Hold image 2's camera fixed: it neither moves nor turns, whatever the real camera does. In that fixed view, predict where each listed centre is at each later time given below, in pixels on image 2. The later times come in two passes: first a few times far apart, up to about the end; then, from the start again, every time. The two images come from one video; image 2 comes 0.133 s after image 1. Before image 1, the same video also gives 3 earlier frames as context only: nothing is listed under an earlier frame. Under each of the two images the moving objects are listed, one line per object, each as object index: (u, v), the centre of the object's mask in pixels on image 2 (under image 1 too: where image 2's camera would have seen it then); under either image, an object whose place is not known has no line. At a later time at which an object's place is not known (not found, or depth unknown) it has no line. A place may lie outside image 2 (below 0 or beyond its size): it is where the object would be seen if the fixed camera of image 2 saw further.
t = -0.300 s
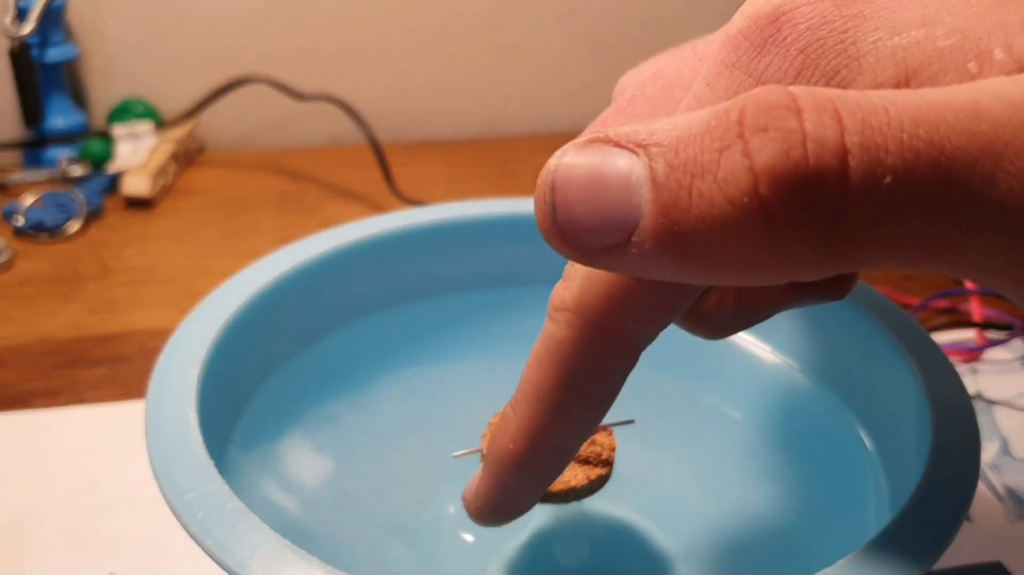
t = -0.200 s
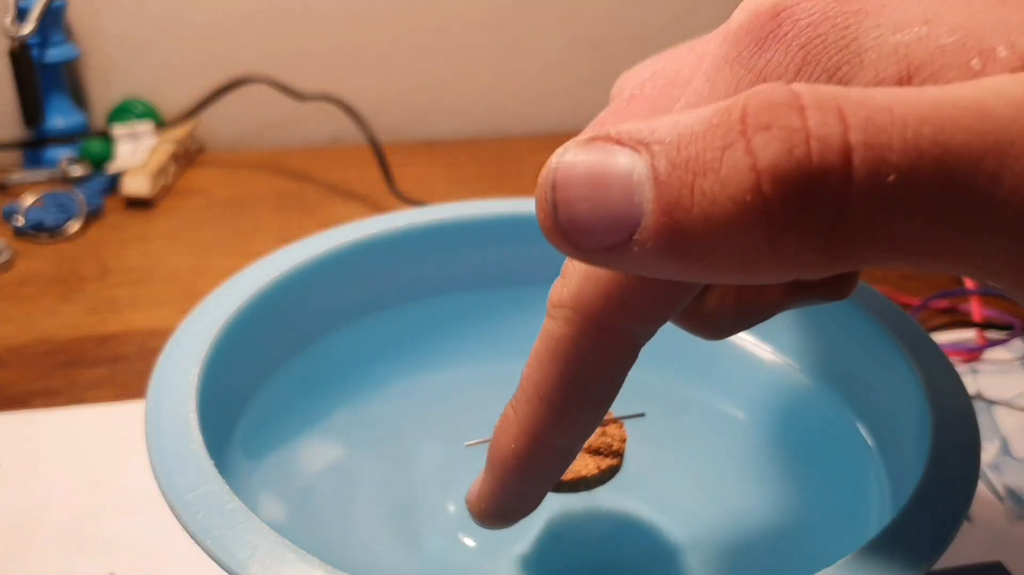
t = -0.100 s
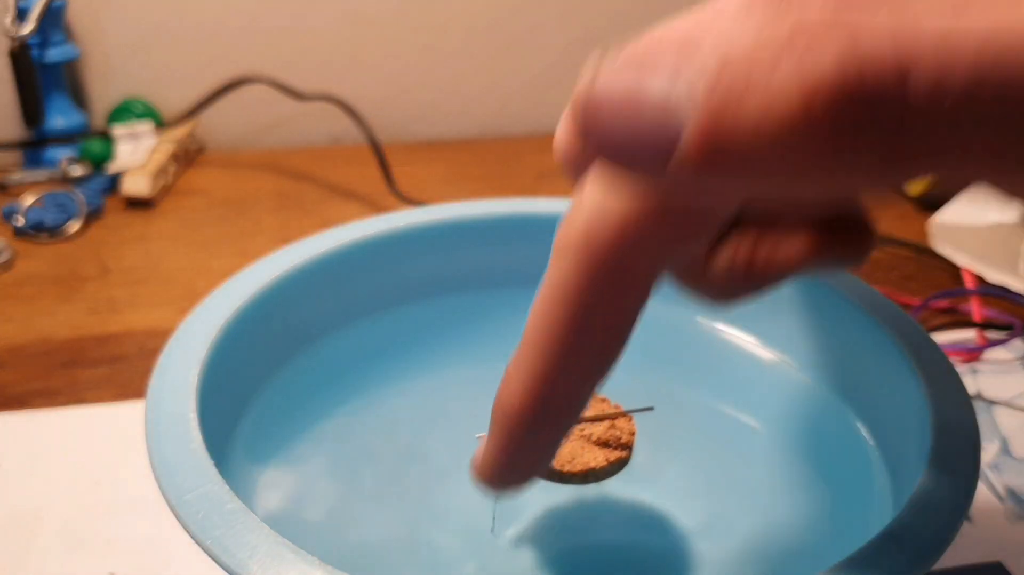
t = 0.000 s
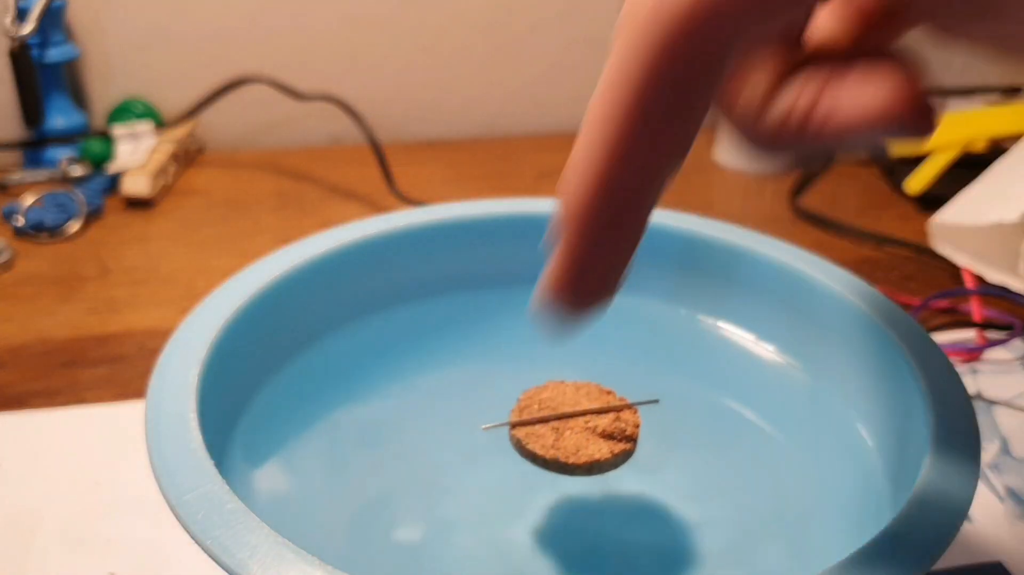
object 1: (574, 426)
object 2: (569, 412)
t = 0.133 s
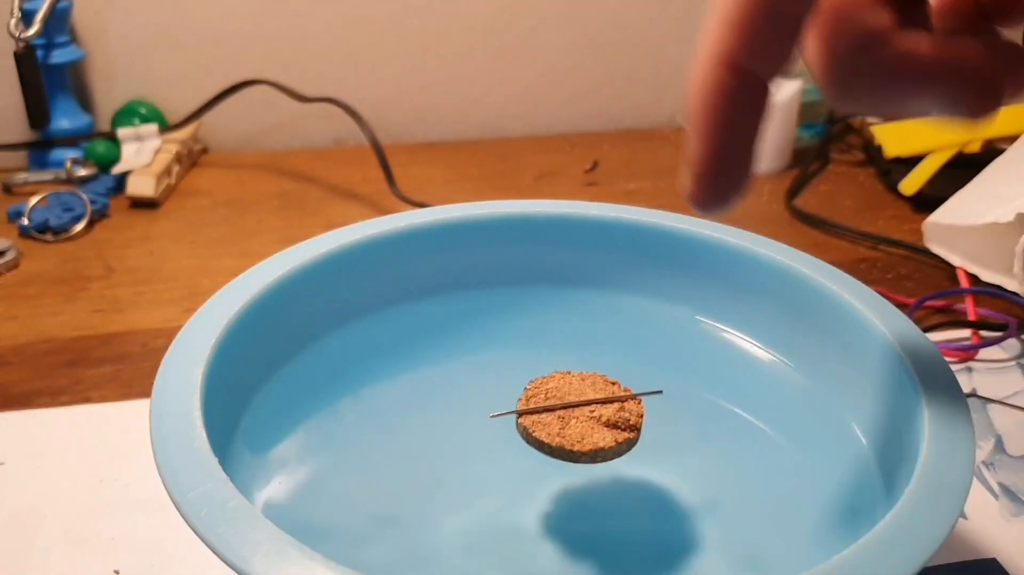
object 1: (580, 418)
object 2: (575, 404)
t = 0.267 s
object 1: (589, 413)
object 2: (585, 399)
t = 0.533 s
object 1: (599, 400)
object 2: (594, 386)
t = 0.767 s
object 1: (609, 393)
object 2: (604, 380)
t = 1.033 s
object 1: (614, 381)
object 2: (610, 368)
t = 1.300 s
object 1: (624, 375)
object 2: (618, 363)
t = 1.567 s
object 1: (627, 367)
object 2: (621, 354)
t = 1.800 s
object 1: (634, 362)
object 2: (627, 350)
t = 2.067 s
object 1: (637, 356)
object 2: (629, 344)
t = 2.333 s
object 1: (641, 351)
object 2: (633, 340)
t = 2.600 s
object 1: (645, 347)
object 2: (636, 337)
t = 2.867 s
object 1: (646, 342)
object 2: (636, 333)
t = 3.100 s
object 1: (648, 343)
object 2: (638, 335)
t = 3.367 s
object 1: (647, 342)
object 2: (637, 334)
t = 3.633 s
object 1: (648, 346)
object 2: (638, 338)
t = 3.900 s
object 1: (645, 347)
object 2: (636, 340)
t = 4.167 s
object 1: (645, 349)
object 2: (635, 343)
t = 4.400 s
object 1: (643, 352)
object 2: (634, 345)
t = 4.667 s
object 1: (642, 353)
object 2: (633, 348)
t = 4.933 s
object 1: (641, 356)
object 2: (633, 352)
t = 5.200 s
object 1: (639, 356)
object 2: (632, 352)
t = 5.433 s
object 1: (639, 359)
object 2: (633, 355)
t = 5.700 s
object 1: (637, 359)
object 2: (631, 355)
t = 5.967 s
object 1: (637, 361)
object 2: (632, 357)
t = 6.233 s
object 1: (636, 361)
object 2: (631, 357)
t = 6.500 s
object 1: (633, 365)
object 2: (631, 358)
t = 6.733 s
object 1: (632, 366)
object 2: (630, 359)
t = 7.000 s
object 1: (631, 365)
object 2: (630, 360)
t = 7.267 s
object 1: (632, 367)
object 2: (631, 362)
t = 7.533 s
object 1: (629, 366)
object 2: (629, 362)
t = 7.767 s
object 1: (630, 368)
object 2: (630, 364)
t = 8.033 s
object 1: (627, 368)
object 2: (628, 364)
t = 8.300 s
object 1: (628, 369)
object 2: (628, 364)
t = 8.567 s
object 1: (626, 369)
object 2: (626, 364)
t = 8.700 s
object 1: (626, 370)
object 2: (627, 365)
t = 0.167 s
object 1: (582, 417)
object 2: (576, 402)
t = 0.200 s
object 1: (584, 415)
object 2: (579, 401)
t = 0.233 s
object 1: (586, 414)
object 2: (582, 400)
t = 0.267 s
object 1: (589, 413)
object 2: (585, 399)
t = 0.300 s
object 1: (591, 412)
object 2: (586, 398)
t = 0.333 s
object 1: (593, 411)
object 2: (588, 397)
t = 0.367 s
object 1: (594, 409)
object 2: (591, 395)
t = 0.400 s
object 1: (595, 408)
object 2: (591, 393)
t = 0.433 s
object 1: (596, 405)
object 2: (592, 391)
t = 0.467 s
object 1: (597, 403)
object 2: (593, 389)
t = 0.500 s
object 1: (598, 401)
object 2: (593, 387)
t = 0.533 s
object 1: (599, 400)
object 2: (594, 386)
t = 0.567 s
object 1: (599, 399)
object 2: (595, 385)
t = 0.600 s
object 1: (601, 397)
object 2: (596, 383)
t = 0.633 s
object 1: (602, 395)
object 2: (598, 382)
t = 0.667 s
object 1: (603, 394)
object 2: (599, 380)
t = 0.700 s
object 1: (605, 394)
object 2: (601, 380)
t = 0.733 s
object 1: (607, 394)
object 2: (602, 380)
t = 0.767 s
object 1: (609, 393)
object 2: (604, 380)
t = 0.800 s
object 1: (610, 392)
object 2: (605, 378)
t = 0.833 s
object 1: (611, 390)
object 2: (606, 376)
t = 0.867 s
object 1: (612, 388)
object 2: (607, 375)
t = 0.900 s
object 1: (613, 387)
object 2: (608, 373)
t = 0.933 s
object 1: (613, 385)
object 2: (608, 372)
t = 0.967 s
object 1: (613, 384)
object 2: (608, 371)
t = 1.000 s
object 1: (614, 383)
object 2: (608, 370)
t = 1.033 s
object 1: (614, 381)
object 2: (610, 368)
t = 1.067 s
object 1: (615, 380)
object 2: (611, 366)
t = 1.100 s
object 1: (616, 380)
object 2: (611, 366)
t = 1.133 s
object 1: (618, 379)
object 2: (612, 366)
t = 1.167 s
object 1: (619, 379)
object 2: (614, 366)
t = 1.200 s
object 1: (620, 378)
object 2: (615, 365)
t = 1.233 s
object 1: (622, 377)
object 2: (615, 364)
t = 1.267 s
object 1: (623, 376)
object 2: (616, 364)
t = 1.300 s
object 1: (624, 375)
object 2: (618, 363)
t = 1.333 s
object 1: (624, 374)
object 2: (618, 361)
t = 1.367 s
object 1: (625, 373)
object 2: (618, 360)
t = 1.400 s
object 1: (625, 371)
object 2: (618, 359)
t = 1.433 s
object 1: (625, 370)
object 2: (618, 357)
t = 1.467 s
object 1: (625, 369)
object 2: (619, 357)
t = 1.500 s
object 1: (626, 368)
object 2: (619, 356)
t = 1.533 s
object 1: (627, 367)
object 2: (620, 355)
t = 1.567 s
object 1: (627, 367)
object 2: (621, 354)
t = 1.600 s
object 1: (628, 366)
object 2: (621, 354)
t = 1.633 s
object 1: (630, 366)
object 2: (623, 354)
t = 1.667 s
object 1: (631, 365)
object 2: (624, 353)
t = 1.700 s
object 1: (632, 365)
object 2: (625, 353)
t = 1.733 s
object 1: (633, 364)
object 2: (625, 352)
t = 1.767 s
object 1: (633, 364)
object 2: (626, 352)
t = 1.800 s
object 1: (634, 362)
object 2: (627, 350)
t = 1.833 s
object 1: (634, 361)
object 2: (626, 349)
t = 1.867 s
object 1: (634, 360)
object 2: (627, 348)
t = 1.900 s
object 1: (634, 359)
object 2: (627, 347)
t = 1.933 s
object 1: (635, 358)
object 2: (627, 346)
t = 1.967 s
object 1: (635, 357)
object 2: (627, 345)
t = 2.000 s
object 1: (635, 357)
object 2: (627, 345)
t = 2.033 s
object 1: (636, 356)
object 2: (628, 345)
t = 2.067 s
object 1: (637, 356)
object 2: (629, 344)
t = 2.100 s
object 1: (638, 356)
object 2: (630, 344)
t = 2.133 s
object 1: (639, 355)
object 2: (631, 344)
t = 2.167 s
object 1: (640, 355)
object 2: (632, 344)
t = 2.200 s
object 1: (641, 354)
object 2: (633, 343)
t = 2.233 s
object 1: (641, 353)
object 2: (633, 342)
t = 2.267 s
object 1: (641, 352)
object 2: (633, 341)
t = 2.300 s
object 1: (641, 351)
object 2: (633, 341)
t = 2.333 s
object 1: (641, 351)
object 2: (633, 340)
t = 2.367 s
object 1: (641, 350)
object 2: (633, 339)
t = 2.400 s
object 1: (641, 349)
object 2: (633, 338)
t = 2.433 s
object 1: (641, 348)
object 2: (633, 337)
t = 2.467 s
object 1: (642, 348)
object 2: (634, 337)
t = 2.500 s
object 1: (642, 348)
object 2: (634, 337)
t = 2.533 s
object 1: (643, 348)
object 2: (635, 337)
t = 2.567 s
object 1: (644, 347)
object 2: (635, 337)
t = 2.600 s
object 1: (645, 347)
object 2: (636, 337)
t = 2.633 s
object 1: (645, 347)
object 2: (636, 337)
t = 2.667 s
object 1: (646, 346)
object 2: (637, 336)
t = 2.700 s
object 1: (646, 346)
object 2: (637, 336)
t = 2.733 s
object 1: (647, 345)
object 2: (637, 336)
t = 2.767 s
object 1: (646, 344)
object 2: (637, 335)
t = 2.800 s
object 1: (646, 344)
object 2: (637, 334)
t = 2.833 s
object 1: (646, 343)
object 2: (637, 334)
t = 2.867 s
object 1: (646, 342)
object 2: (636, 333)
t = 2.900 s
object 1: (646, 342)
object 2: (636, 333)
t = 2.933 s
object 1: (646, 342)
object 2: (636, 333)
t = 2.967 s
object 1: (647, 342)
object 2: (637, 333)
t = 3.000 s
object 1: (647, 342)
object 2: (638, 333)
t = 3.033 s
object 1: (647, 343)
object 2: (638, 334)
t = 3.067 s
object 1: (648, 343)
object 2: (639, 334)
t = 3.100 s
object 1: (648, 343)
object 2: (638, 335)
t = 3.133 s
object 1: (648, 343)
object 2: (638, 335)
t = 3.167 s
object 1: (648, 343)
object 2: (639, 335)
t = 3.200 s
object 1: (648, 342)
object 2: (639, 334)
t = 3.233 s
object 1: (648, 342)
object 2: (638, 334)
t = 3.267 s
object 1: (648, 342)
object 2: (638, 334)
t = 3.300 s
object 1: (647, 342)
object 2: (638, 334)
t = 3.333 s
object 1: (647, 342)
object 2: (637, 334)
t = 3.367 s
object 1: (647, 342)
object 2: (637, 334)
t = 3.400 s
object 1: (647, 343)
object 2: (637, 335)
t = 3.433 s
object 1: (647, 343)
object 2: (637, 336)
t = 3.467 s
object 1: (647, 344)
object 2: (638, 336)
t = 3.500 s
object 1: (648, 344)
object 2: (638, 337)
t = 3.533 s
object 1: (648, 345)
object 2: (638, 337)
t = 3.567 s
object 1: (648, 345)
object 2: (638, 337)
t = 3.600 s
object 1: (648, 345)
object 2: (638, 338)
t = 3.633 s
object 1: (648, 346)
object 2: (638, 338)
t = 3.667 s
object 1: (647, 346)
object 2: (638, 338)
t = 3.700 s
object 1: (647, 346)
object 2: (637, 338)
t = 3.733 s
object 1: (646, 345)
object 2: (637, 338)
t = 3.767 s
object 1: (646, 346)
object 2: (636, 338)
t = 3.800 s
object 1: (646, 346)
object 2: (636, 338)
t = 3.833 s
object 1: (645, 346)
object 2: (636, 339)
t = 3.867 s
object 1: (645, 346)
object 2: (636, 339)
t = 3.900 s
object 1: (645, 347)
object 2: (636, 340)
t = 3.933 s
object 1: (646, 348)
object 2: (636, 340)
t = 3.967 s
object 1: (646, 348)
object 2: (637, 341)
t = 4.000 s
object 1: (646, 349)
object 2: (637, 341)
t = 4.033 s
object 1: (646, 349)
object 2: (636, 342)
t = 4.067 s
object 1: (646, 349)
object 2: (636, 343)
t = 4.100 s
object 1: (646, 349)
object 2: (636, 343)
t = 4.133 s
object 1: (645, 349)
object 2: (636, 343)
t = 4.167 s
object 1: (645, 349)
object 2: (635, 343)
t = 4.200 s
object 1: (644, 350)
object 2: (635, 343)
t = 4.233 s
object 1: (643, 350)
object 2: (634, 343)
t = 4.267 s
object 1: (643, 350)
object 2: (634, 343)
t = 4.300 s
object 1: (643, 350)
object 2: (634, 343)
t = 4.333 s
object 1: (643, 351)
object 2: (634, 344)
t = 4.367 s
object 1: (643, 351)
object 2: (634, 345)
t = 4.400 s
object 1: (643, 352)
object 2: (634, 345)
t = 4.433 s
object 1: (643, 352)
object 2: (635, 346)
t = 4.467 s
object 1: (643, 353)
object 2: (635, 347)
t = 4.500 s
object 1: (643, 353)
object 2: (635, 347)
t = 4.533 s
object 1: (643, 353)
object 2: (635, 347)
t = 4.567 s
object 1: (643, 353)
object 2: (635, 347)
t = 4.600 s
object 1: (643, 353)
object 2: (634, 347)
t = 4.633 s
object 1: (642, 353)
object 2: (634, 347)
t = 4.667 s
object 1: (642, 353)
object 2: (633, 348)
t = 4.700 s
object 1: (641, 353)
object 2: (633, 348)
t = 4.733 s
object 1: (641, 353)
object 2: (633, 348)
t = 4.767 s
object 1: (641, 354)
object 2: (632, 348)
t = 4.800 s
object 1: (641, 354)
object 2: (633, 349)
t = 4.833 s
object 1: (641, 355)
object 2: (632, 350)
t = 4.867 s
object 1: (641, 355)
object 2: (633, 350)
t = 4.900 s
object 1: (641, 356)
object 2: (633, 351)
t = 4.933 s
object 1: (641, 356)
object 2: (633, 352)
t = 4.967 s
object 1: (641, 356)
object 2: (633, 352)
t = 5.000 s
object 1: (641, 357)
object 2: (633, 352)
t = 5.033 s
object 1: (641, 356)
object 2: (633, 352)
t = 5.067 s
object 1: (641, 356)
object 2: (633, 352)
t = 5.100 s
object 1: (640, 356)
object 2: (633, 352)
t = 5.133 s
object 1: (639, 356)
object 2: (632, 352)
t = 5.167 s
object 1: (639, 356)
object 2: (632, 352)
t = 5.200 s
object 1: (639, 356)
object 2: (632, 352)
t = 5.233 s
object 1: (639, 357)
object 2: (632, 352)
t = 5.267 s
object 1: (638, 357)
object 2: (632, 353)
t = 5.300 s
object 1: (639, 358)
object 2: (632, 353)
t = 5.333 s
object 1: (639, 358)
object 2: (632, 354)
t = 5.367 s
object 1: (639, 359)
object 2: (633, 355)
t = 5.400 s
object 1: (639, 359)
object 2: (633, 355)
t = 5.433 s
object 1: (639, 359)
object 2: (633, 355)
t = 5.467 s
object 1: (639, 359)
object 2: (633, 355)
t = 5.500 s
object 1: (639, 359)
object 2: (633, 355)
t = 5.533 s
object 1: (638, 359)
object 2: (633, 355)
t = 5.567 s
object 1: (638, 359)
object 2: (632, 354)
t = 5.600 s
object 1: (637, 359)
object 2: (632, 355)
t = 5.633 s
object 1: (637, 359)
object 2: (632, 354)
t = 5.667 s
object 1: (637, 359)
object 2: (631, 355)
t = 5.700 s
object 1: (637, 359)
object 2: (631, 355)
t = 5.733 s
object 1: (636, 360)
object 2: (631, 355)
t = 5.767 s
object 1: (637, 360)
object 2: (632, 355)
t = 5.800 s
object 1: (637, 361)
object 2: (632, 356)
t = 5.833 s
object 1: (637, 361)
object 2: (632, 357)
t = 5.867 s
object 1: (637, 361)
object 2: (632, 357)
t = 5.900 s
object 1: (637, 362)
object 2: (632, 357)
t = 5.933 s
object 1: (637, 361)
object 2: (633, 357)
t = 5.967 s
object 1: (637, 361)
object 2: (632, 357)
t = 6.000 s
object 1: (637, 362)
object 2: (632, 357)
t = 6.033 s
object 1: (636, 360)
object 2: (632, 357)
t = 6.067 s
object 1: (636, 360)
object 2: (631, 356)
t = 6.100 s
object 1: (636, 361)
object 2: (631, 357)
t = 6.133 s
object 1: (635, 361)
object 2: (631, 357)
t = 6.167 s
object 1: (635, 360)
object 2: (631, 357)
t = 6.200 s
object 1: (636, 361)
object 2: (630, 357)
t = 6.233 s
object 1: (636, 361)
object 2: (631, 357)
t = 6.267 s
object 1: (636, 362)
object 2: (631, 358)
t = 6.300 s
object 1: (637, 362)
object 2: (632, 358)
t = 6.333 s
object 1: (637, 363)
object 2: (631, 359)
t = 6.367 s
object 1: (634, 365)
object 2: (632, 359)
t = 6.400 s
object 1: (634, 365)
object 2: (631, 358)
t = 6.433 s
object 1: (634, 365)
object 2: (631, 359)
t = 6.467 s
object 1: (633, 364)
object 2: (631, 359)
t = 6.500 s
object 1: (633, 365)
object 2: (631, 358)
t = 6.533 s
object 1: (632, 364)
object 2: (630, 358)
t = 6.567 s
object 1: (632, 364)
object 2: (630, 358)
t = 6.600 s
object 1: (632, 364)
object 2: (630, 359)
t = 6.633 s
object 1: (631, 364)
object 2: (630, 359)
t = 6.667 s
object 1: (632, 365)
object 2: (630, 359)
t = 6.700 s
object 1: (631, 365)
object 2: (630, 360)
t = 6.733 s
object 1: (632, 366)
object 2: (630, 359)
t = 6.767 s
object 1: (632, 366)
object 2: (630, 360)
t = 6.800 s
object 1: (633, 366)
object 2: (631, 360)
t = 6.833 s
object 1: (633, 366)
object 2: (631, 360)
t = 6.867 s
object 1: (633, 366)
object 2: (631, 360)
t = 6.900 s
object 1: (632, 366)
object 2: (630, 360)
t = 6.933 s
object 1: (632, 366)
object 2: (630, 360)
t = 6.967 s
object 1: (631, 365)
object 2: (630, 360)
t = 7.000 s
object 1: (631, 365)
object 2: (630, 360)
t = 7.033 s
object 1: (631, 365)
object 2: (629, 360)
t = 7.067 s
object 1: (631, 365)
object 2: (629, 360)
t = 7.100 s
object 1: (630, 365)
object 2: (629, 361)
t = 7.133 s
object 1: (631, 366)
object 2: (629, 361)
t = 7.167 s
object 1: (630, 366)
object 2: (630, 362)
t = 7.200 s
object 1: (631, 366)
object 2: (630, 362)
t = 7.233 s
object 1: (631, 366)
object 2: (630, 362)
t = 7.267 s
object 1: (632, 367)
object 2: (631, 362)
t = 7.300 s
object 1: (632, 367)
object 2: (630, 362)
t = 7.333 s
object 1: (632, 367)
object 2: (630, 362)
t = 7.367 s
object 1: (631, 367)
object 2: (630, 362)
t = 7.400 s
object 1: (631, 366)
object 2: (630, 362)
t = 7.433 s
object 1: (630, 366)
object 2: (629, 362)
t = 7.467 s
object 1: (630, 366)
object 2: (629, 362)
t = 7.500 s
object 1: (630, 366)
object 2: (629, 362)
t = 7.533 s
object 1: (629, 366)
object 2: (629, 362)
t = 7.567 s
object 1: (629, 366)
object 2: (629, 362)
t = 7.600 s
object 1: (629, 367)
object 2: (629, 363)
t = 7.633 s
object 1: (629, 367)
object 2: (630, 363)
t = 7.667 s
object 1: (630, 367)
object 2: (630, 364)
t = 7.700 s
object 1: (630, 368)
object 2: (630, 364)
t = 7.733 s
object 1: (630, 368)
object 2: (630, 364)
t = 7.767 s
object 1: (630, 368)
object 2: (630, 364)
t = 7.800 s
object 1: (630, 368)
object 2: (630, 364)
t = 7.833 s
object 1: (629, 368)
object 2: (629, 364)
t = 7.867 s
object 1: (629, 367)
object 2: (629, 363)
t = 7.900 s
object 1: (629, 367)
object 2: (629, 363)
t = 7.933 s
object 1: (628, 367)
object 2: (628, 363)
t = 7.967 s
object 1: (628, 367)
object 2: (628, 363)
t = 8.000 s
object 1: (628, 367)
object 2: (628, 363)
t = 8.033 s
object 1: (627, 368)
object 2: (628, 364)
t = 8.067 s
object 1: (627, 368)
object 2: (628, 364)
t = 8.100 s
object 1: (628, 368)
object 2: (628, 364)
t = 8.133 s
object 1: (628, 369)
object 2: (629, 364)
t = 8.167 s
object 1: (628, 369)
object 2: (629, 364)
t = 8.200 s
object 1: (628, 369)
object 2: (629, 364)
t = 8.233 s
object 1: (628, 369)
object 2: (629, 364)
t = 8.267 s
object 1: (628, 369)
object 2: (629, 364)
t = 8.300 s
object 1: (628, 369)
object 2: (628, 364)
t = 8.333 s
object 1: (627, 369)
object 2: (628, 364)
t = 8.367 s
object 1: (627, 368)
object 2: (628, 364)
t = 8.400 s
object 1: (627, 368)
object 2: (627, 364)
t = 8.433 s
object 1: (626, 368)
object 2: (627, 364)
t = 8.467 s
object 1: (626, 368)
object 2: (626, 364)
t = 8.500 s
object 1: (626, 369)
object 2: (626, 364)
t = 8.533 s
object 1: (626, 369)
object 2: (626, 364)
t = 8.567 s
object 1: (626, 369)
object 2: (626, 364)
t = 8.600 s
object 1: (626, 369)
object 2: (627, 365)
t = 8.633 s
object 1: (626, 370)
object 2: (627, 365)
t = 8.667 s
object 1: (626, 370)
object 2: (627, 365)
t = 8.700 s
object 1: (626, 370)
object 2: (627, 365)
